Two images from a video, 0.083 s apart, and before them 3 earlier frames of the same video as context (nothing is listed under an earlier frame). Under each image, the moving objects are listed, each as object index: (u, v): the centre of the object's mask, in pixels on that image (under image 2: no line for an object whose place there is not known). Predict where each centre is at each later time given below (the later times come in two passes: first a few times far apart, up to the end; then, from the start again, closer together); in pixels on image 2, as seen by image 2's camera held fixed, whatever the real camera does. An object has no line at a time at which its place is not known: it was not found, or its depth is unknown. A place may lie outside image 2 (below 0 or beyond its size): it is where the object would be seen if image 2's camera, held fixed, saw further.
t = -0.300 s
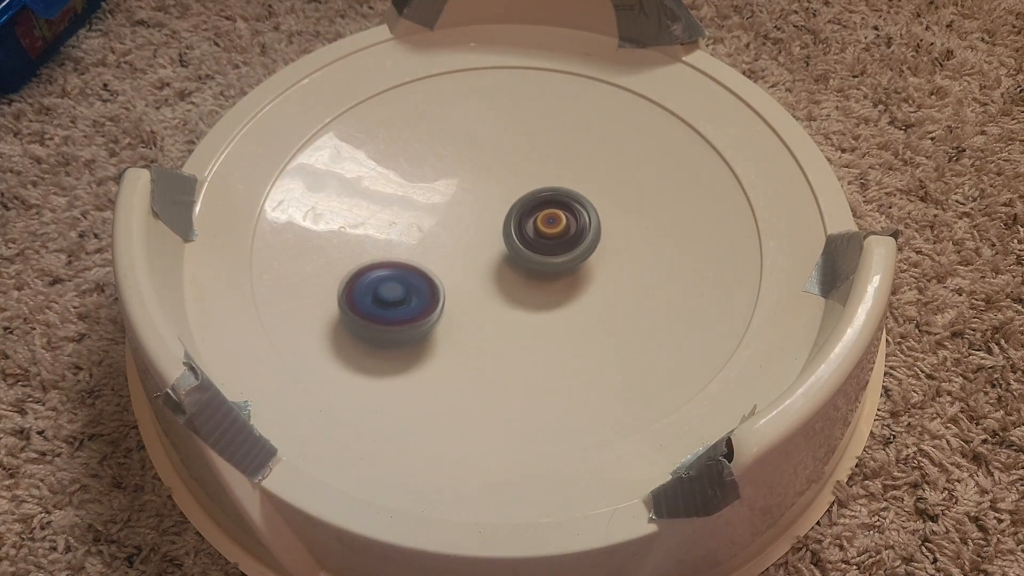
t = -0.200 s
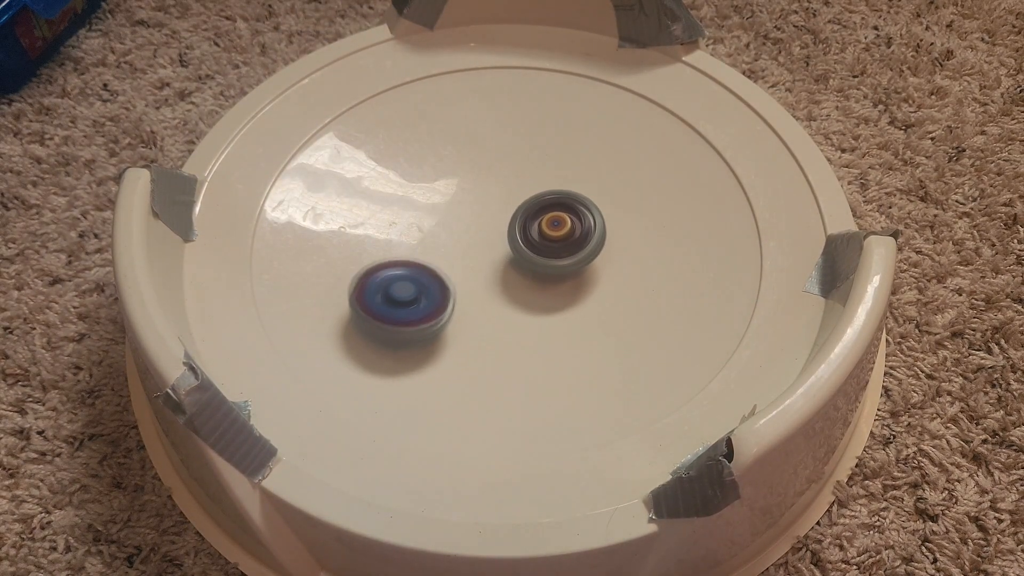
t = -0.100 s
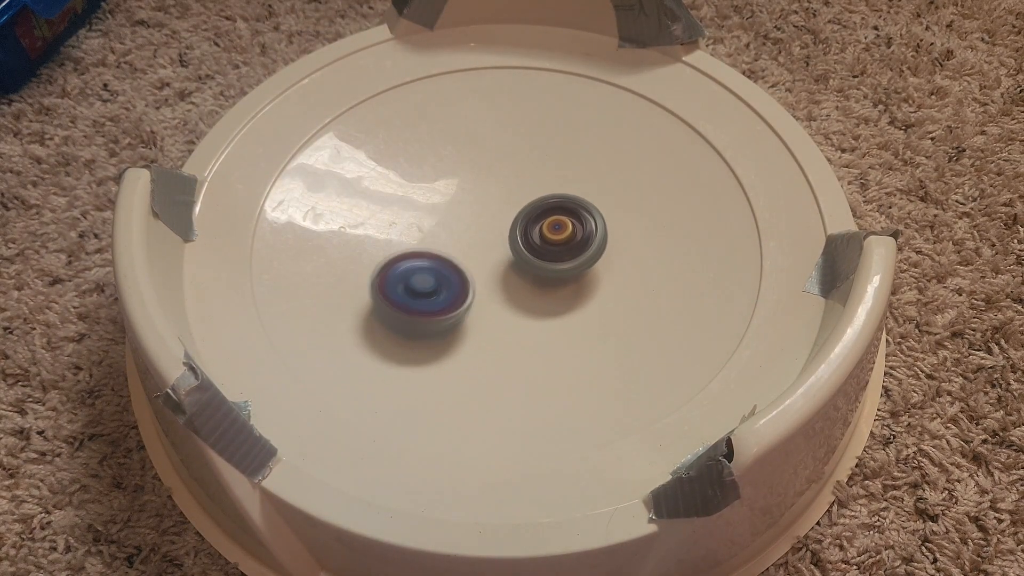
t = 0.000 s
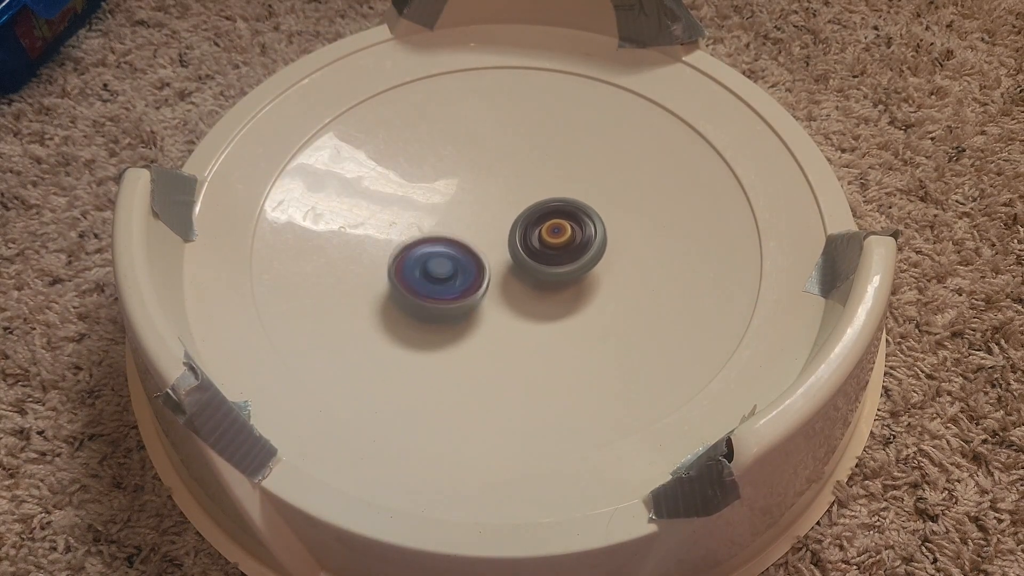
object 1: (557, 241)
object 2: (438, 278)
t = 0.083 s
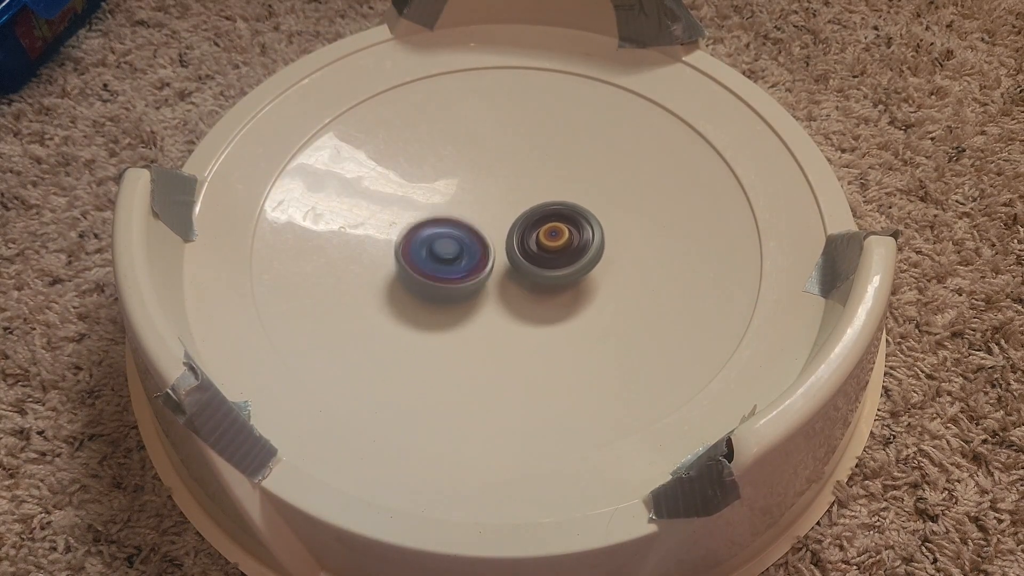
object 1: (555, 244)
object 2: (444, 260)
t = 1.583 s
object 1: (533, 317)
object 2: (466, 133)
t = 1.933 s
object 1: (489, 276)
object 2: (513, 204)
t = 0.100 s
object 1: (554, 245)
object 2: (444, 255)
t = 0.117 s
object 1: (553, 246)
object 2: (444, 250)
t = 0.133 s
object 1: (553, 246)
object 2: (445, 245)
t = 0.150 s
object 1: (552, 247)
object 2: (445, 241)
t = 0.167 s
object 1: (551, 248)
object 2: (444, 236)
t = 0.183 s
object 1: (551, 249)
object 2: (443, 231)
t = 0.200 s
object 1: (550, 249)
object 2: (442, 226)
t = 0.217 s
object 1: (550, 250)
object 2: (440, 222)
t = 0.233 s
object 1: (549, 251)
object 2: (438, 217)
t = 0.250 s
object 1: (549, 251)
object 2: (436, 213)
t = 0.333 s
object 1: (547, 255)
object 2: (423, 198)
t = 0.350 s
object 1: (547, 255)
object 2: (421, 195)
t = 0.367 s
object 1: (547, 256)
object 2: (419, 193)
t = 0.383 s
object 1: (546, 257)
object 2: (416, 192)
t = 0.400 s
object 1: (546, 257)
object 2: (414, 191)
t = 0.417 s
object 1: (546, 258)
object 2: (412, 191)
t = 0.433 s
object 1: (546, 258)
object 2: (411, 191)
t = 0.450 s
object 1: (546, 259)
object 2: (409, 192)
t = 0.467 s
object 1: (546, 259)
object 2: (409, 193)
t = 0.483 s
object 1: (546, 261)
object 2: (408, 195)
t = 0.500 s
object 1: (546, 261)
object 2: (409, 197)
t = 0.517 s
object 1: (546, 262)
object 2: (409, 199)
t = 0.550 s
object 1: (545, 263)
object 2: (412, 204)
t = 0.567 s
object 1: (545, 264)
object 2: (414, 206)
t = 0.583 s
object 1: (545, 264)
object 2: (416, 209)
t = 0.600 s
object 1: (545, 265)
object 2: (419, 211)
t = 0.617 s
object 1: (545, 266)
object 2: (422, 214)
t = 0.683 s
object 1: (543, 268)
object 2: (437, 221)
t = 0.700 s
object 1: (542, 268)
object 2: (442, 223)
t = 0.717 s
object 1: (542, 268)
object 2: (447, 224)
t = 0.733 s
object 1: (541, 268)
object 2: (453, 224)
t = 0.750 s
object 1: (540, 269)
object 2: (458, 225)
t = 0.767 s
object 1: (541, 269)
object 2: (464, 224)
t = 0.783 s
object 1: (550, 279)
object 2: (462, 217)
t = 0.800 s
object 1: (561, 287)
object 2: (458, 207)
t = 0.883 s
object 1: (601, 316)
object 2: (442, 182)
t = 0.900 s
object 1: (606, 318)
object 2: (439, 180)
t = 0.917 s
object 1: (609, 320)
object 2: (437, 177)
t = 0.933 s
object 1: (611, 321)
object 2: (435, 176)
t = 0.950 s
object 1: (612, 321)
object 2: (433, 175)
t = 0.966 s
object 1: (613, 321)
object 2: (431, 174)
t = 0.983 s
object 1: (613, 320)
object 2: (430, 174)
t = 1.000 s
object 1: (613, 318)
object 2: (429, 174)
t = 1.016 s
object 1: (612, 316)
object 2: (428, 174)
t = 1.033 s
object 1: (611, 314)
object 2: (428, 175)
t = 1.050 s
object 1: (609, 312)
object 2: (428, 177)
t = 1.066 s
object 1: (607, 309)
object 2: (429, 178)
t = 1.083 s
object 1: (604, 306)
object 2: (430, 181)
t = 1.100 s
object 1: (601, 303)
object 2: (431, 183)
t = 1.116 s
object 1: (597, 301)
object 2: (433, 185)
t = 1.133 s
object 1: (594, 298)
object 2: (435, 188)
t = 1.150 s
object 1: (590, 295)
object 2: (437, 190)
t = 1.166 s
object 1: (586, 292)
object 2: (440, 193)
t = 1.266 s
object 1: (558, 275)
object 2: (467, 204)
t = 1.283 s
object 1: (553, 272)
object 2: (473, 205)
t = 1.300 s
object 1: (548, 271)
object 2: (478, 206)
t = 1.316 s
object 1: (543, 269)
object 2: (484, 206)
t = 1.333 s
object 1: (539, 268)
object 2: (490, 204)
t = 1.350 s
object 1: (539, 276)
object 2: (491, 195)
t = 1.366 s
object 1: (540, 285)
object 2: (490, 185)
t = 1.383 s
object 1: (540, 293)
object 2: (490, 176)
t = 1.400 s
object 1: (540, 300)
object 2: (489, 167)
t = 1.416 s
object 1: (540, 306)
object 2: (488, 161)
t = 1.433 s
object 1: (539, 311)
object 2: (486, 154)
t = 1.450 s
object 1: (538, 315)
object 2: (485, 149)
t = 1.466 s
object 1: (537, 317)
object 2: (483, 145)
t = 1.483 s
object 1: (536, 319)
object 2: (481, 141)
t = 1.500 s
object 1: (536, 320)
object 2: (478, 138)
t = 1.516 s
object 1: (535, 320)
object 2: (475, 136)
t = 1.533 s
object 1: (534, 320)
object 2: (473, 134)
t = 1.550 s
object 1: (534, 320)
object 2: (470, 133)
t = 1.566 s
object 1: (534, 318)
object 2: (468, 133)
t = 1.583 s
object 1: (533, 317)
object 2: (466, 133)
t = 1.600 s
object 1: (532, 316)
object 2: (464, 134)
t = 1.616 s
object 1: (531, 314)
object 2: (463, 136)
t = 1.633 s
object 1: (530, 312)
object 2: (462, 139)
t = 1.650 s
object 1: (529, 309)
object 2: (461, 141)
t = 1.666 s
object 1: (527, 307)
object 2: (461, 145)
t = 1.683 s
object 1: (526, 305)
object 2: (461, 148)
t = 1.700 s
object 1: (524, 303)
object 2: (462, 152)
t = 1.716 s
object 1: (521, 301)
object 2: (462, 156)
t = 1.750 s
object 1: (517, 296)
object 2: (465, 165)
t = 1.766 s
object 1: (515, 294)
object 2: (468, 169)
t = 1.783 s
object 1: (513, 291)
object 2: (469, 174)
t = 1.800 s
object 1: (510, 290)
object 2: (473, 178)
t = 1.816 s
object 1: (507, 288)
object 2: (476, 183)
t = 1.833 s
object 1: (505, 285)
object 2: (480, 187)
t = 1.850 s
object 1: (502, 285)
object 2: (484, 191)
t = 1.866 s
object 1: (500, 282)
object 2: (489, 195)
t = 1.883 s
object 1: (497, 281)
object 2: (494, 198)
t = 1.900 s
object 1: (494, 279)
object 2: (500, 200)
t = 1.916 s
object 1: (492, 278)
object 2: (506, 202)
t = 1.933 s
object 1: (489, 276)
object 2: (513, 204)
